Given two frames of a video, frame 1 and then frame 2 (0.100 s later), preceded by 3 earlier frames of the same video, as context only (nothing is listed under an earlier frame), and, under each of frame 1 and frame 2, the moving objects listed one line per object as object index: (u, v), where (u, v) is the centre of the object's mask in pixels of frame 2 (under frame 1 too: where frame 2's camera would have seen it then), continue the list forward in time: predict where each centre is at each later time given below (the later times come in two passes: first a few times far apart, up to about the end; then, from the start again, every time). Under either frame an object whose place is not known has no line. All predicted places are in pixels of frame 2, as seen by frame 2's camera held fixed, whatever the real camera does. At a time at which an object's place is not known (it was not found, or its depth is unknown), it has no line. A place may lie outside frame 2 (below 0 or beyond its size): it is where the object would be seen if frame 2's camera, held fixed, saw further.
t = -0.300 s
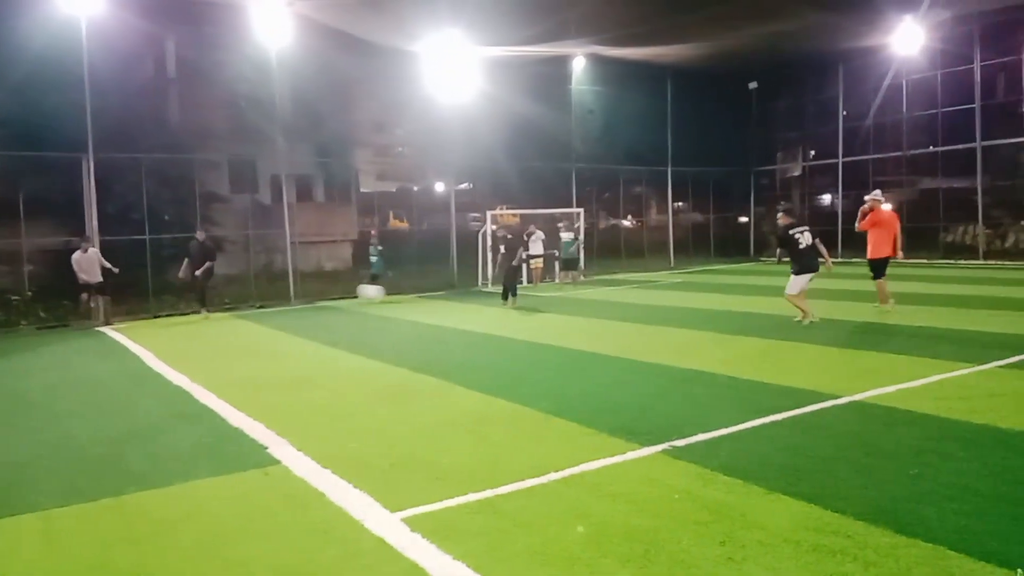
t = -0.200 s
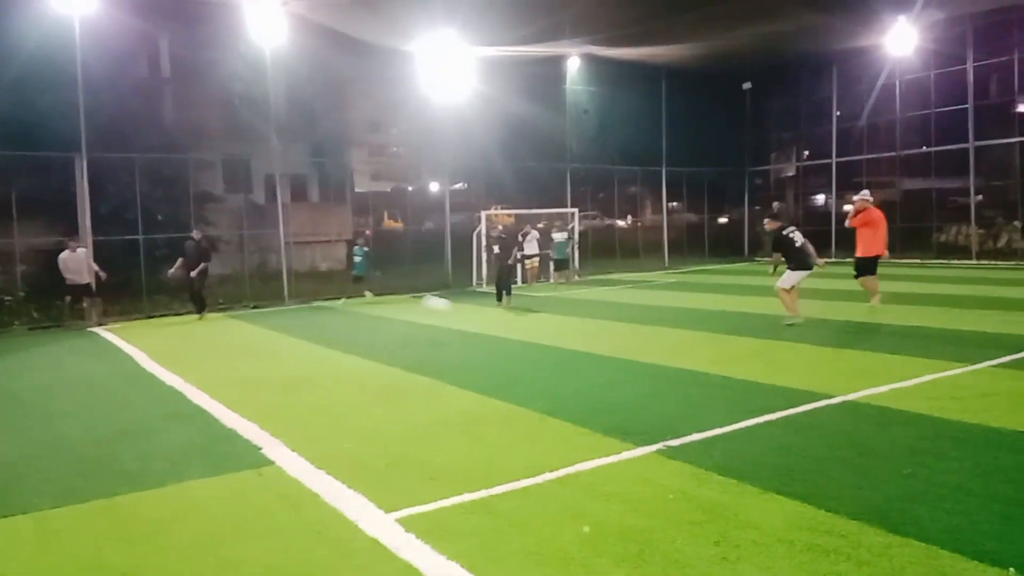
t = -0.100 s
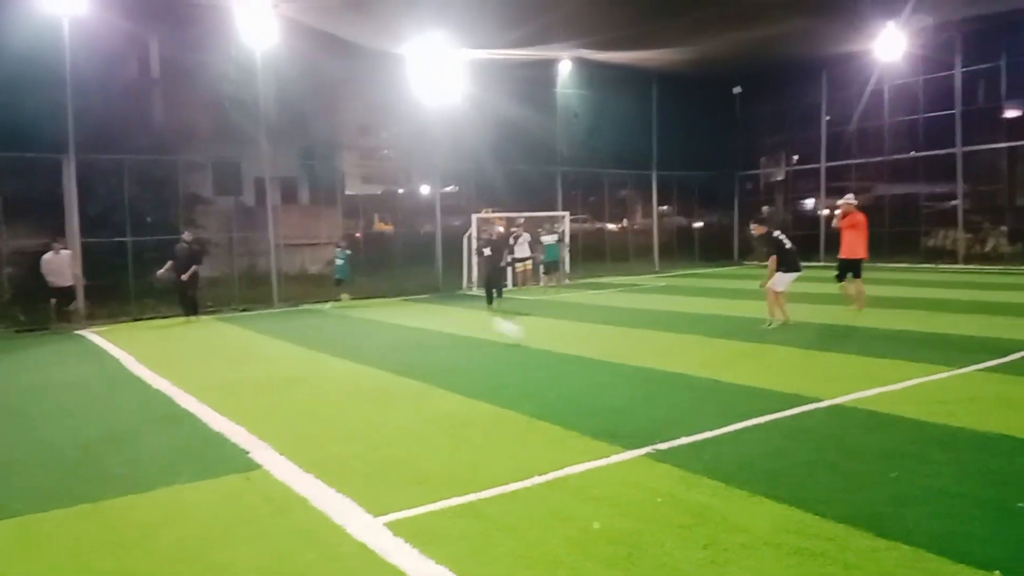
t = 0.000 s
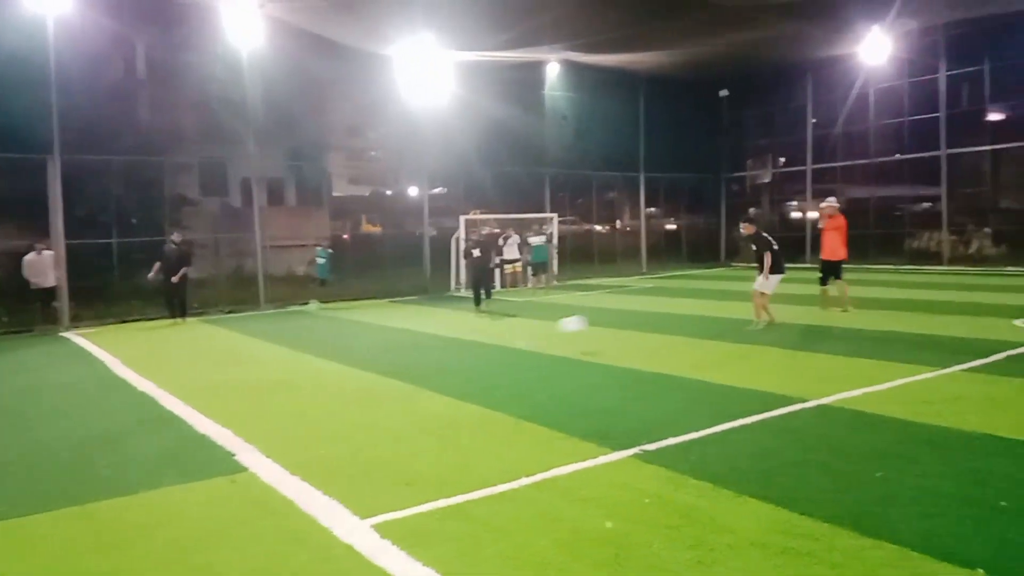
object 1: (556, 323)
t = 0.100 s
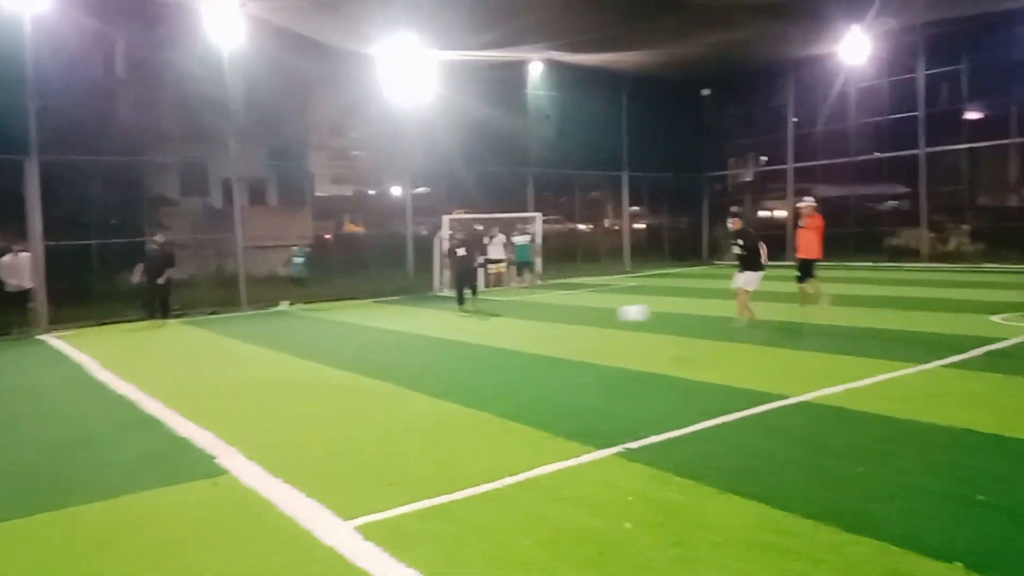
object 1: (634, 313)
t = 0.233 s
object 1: (749, 313)
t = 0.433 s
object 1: (954, 340)
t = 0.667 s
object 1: (1191, 332)
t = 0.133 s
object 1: (662, 312)
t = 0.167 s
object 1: (689, 311)
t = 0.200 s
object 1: (720, 311)
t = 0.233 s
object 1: (749, 313)
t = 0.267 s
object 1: (781, 313)
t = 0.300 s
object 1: (814, 317)
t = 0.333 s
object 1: (847, 321)
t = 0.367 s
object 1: (882, 327)
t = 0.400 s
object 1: (918, 333)
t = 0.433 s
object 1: (954, 340)
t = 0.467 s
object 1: (991, 348)
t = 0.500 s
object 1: (1022, 343)
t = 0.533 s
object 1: (1053, 338)
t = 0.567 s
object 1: (1086, 334)
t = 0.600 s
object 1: (1122, 332)
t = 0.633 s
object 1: (1156, 331)
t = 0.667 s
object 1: (1191, 332)
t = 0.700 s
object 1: (1226, 333)
